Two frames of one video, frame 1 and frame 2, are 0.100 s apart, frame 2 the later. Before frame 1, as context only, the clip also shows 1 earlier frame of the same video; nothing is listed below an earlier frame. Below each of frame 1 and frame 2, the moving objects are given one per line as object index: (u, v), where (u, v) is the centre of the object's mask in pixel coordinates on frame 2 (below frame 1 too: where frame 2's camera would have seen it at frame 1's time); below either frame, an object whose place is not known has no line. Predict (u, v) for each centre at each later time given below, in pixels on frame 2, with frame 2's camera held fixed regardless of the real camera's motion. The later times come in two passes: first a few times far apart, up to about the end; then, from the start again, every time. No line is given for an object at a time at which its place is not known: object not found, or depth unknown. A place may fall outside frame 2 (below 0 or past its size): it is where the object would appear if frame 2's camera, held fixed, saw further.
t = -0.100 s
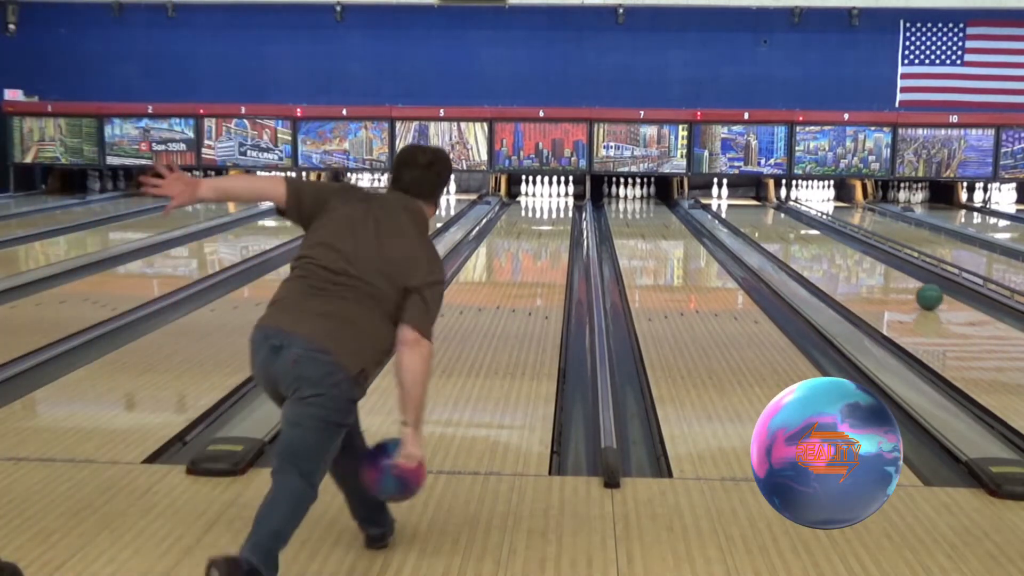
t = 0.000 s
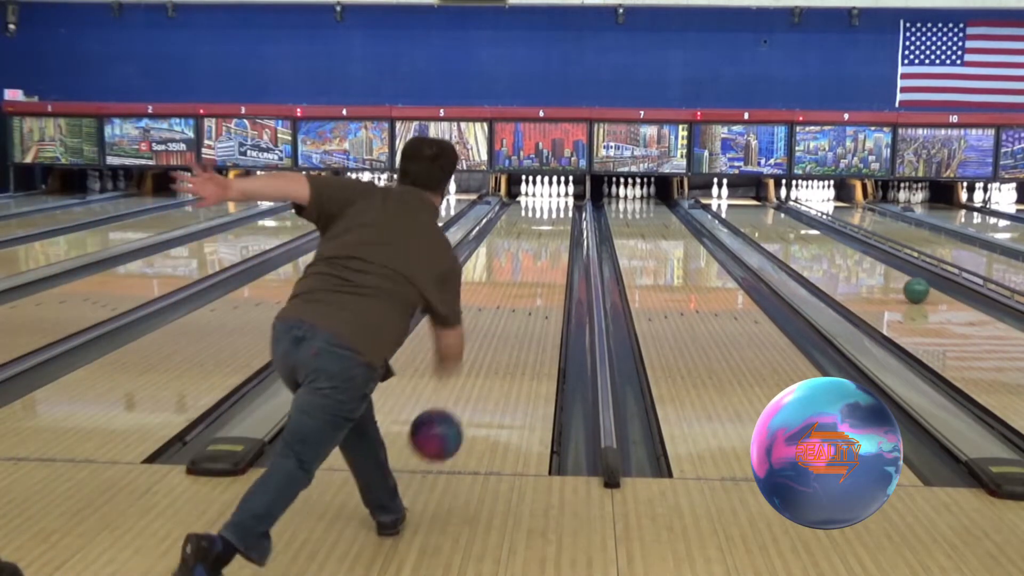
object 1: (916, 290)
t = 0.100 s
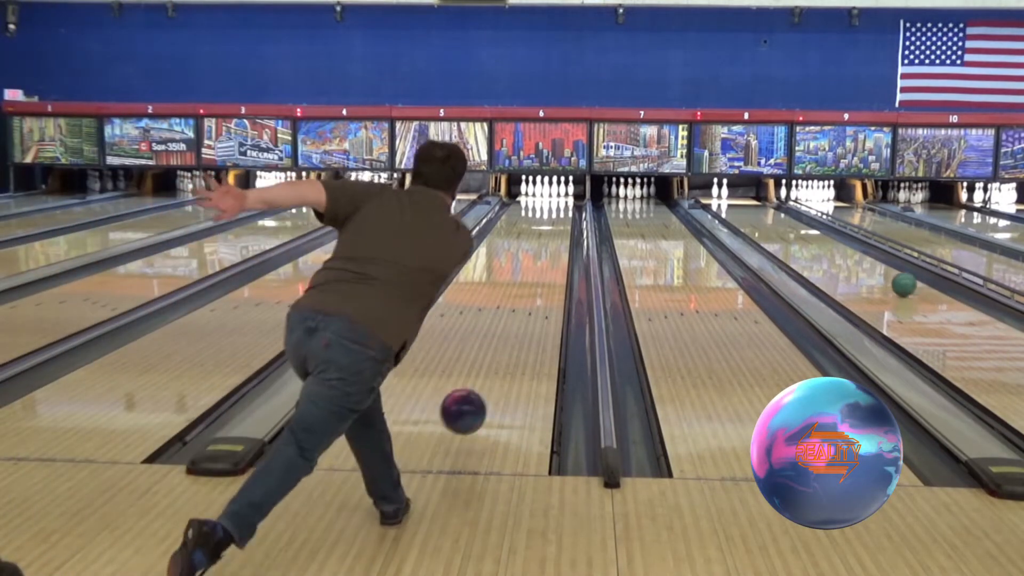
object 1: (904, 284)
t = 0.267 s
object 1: (885, 275)
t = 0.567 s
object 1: (856, 261)
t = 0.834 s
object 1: (834, 250)
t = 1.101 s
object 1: (815, 242)
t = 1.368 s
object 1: (797, 235)
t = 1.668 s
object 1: (780, 227)
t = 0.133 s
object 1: (900, 283)
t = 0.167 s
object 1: (896, 281)
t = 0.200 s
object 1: (893, 279)
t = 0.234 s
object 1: (889, 277)
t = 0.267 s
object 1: (885, 275)
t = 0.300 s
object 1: (882, 274)
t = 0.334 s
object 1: (878, 272)
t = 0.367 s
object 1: (875, 270)
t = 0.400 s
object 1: (871, 268)
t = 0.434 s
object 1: (868, 267)
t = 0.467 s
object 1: (865, 265)
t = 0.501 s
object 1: (862, 264)
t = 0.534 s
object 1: (859, 262)
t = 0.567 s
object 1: (856, 261)
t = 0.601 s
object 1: (853, 260)
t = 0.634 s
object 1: (850, 258)
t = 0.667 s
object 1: (847, 257)
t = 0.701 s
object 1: (844, 255)
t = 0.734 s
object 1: (842, 254)
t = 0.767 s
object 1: (839, 253)
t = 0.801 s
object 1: (836, 252)
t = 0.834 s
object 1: (834, 250)
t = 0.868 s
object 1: (831, 249)
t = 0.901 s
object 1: (829, 248)
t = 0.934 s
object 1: (826, 247)
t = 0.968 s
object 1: (824, 246)
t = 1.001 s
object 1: (822, 246)
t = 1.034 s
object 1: (819, 245)
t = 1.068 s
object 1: (817, 243)
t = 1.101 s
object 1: (815, 242)
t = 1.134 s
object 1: (812, 241)
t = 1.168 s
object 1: (810, 240)
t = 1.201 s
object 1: (808, 239)
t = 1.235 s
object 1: (806, 238)
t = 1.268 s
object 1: (804, 237)
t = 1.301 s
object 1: (802, 236)
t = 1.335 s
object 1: (800, 235)
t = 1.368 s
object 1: (797, 235)
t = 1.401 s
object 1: (795, 234)
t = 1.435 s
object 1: (793, 233)
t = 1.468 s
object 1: (792, 232)
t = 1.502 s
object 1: (790, 231)
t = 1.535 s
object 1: (788, 230)
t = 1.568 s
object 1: (786, 229)
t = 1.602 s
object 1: (784, 229)
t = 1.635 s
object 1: (782, 228)
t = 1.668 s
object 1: (780, 227)
